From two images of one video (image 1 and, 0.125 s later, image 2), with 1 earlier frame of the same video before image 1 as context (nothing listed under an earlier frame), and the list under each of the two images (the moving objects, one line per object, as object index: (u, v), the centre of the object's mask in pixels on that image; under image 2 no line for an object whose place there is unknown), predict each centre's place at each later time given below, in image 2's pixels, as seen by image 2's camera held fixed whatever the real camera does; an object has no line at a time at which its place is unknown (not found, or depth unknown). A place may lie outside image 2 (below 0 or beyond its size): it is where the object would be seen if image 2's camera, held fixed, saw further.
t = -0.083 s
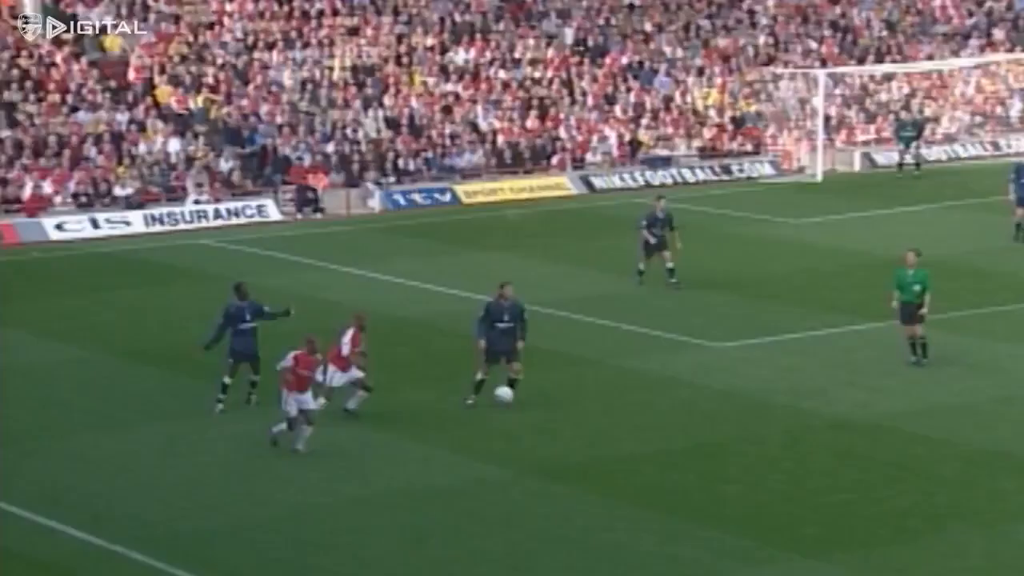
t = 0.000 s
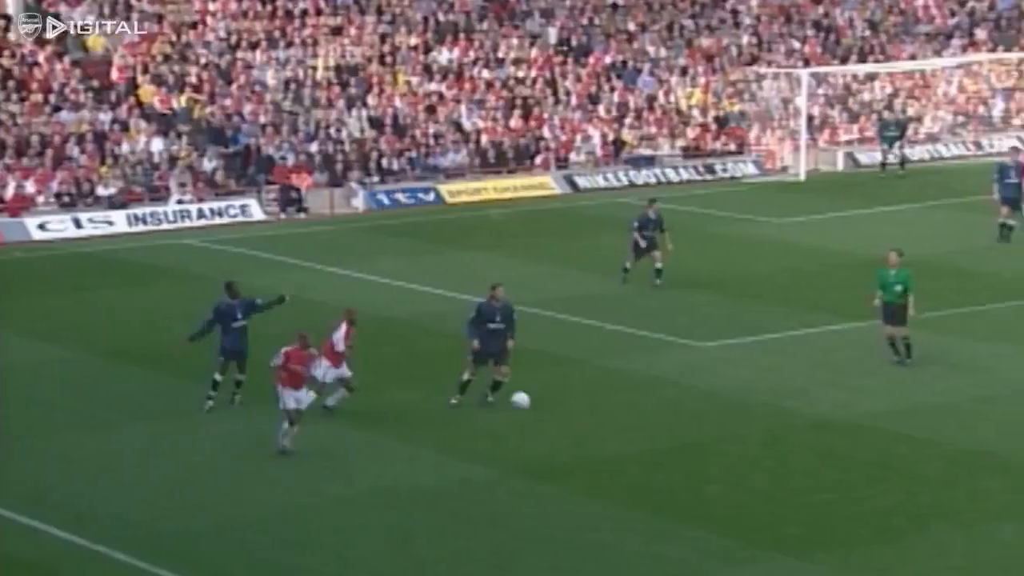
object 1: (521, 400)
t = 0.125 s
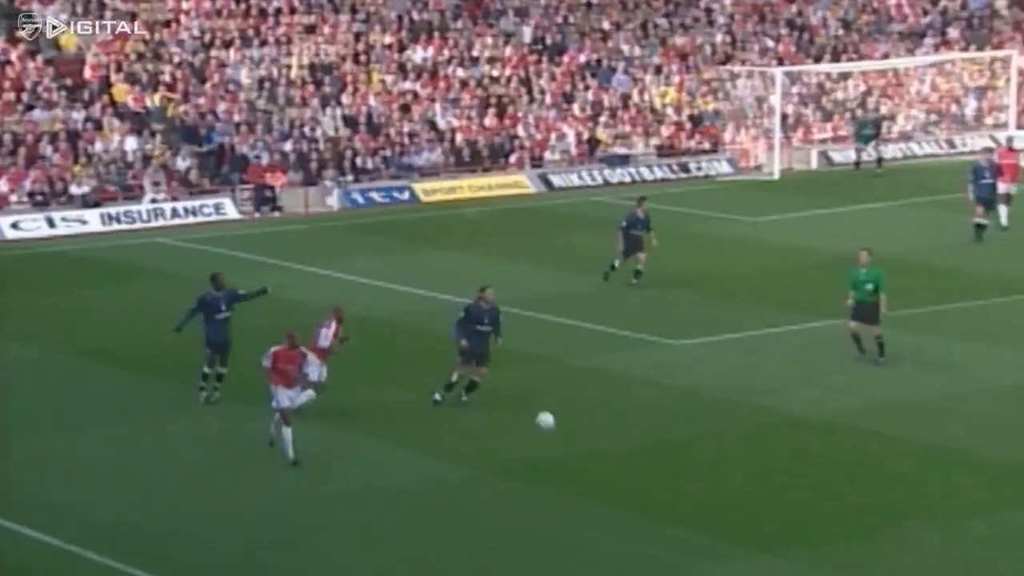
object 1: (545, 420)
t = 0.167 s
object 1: (560, 430)
